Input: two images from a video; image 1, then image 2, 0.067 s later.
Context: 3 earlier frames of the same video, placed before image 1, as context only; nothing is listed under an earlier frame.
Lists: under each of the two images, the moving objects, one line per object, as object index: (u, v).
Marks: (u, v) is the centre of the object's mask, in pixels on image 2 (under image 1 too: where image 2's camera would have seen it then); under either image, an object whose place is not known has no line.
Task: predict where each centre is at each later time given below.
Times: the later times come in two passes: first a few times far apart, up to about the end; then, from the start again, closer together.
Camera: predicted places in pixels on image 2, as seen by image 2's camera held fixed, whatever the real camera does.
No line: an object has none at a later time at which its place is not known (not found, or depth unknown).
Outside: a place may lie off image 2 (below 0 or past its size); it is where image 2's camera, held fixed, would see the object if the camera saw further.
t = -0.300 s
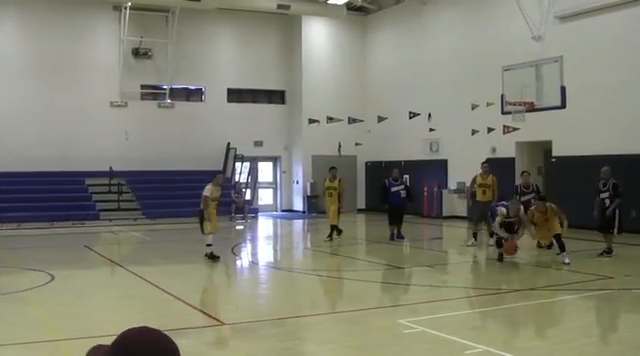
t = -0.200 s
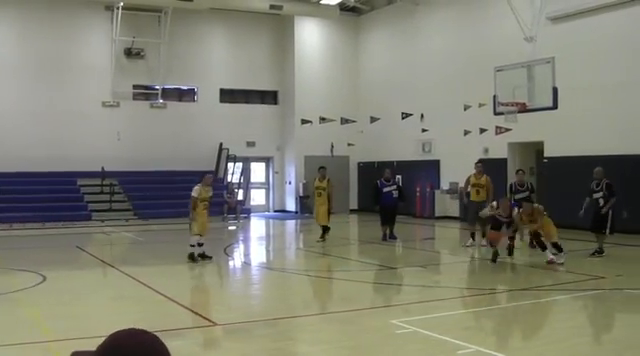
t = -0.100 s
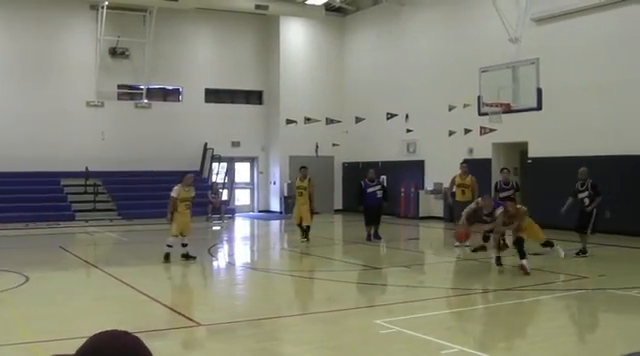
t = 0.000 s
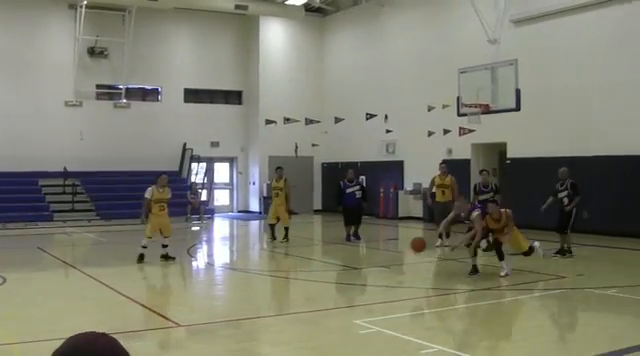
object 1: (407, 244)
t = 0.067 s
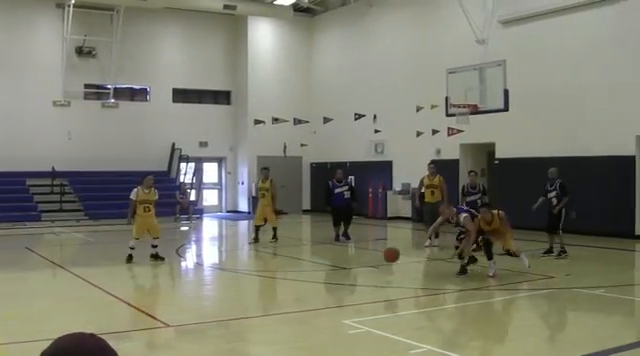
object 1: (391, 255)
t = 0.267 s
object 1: (347, 264)
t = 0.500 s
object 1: (300, 254)
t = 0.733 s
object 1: (253, 283)
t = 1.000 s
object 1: (195, 269)
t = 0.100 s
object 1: (383, 261)
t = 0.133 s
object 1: (375, 268)
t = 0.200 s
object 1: (360, 273)
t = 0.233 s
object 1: (353, 268)
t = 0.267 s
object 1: (347, 264)
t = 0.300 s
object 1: (341, 260)
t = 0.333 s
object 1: (334, 257)
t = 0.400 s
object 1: (321, 254)
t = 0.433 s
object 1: (314, 253)
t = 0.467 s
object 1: (307, 253)
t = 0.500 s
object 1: (300, 254)
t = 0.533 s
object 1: (294, 255)
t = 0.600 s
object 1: (280, 261)
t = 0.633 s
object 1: (273, 265)
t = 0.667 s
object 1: (266, 270)
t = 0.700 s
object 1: (259, 276)
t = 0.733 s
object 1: (253, 283)
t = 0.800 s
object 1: (239, 281)
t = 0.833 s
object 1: (232, 277)
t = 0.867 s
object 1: (225, 274)
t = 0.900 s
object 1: (217, 271)
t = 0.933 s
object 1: (211, 270)
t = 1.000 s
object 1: (195, 269)
